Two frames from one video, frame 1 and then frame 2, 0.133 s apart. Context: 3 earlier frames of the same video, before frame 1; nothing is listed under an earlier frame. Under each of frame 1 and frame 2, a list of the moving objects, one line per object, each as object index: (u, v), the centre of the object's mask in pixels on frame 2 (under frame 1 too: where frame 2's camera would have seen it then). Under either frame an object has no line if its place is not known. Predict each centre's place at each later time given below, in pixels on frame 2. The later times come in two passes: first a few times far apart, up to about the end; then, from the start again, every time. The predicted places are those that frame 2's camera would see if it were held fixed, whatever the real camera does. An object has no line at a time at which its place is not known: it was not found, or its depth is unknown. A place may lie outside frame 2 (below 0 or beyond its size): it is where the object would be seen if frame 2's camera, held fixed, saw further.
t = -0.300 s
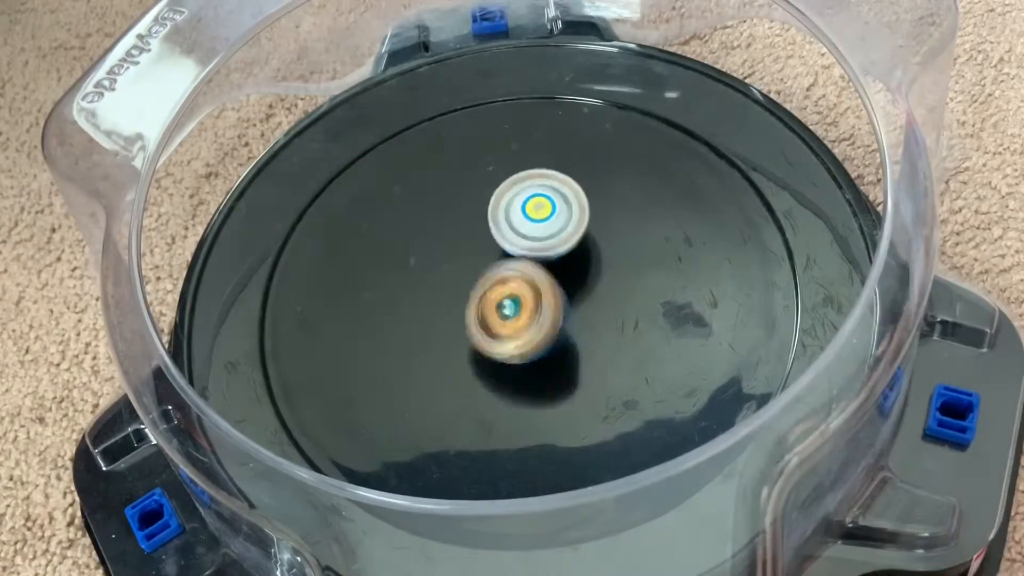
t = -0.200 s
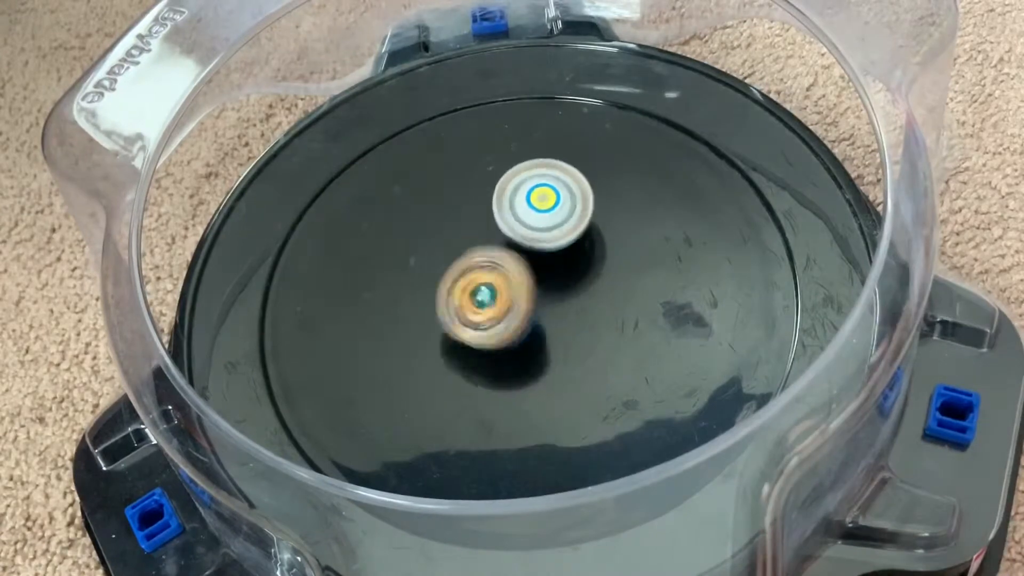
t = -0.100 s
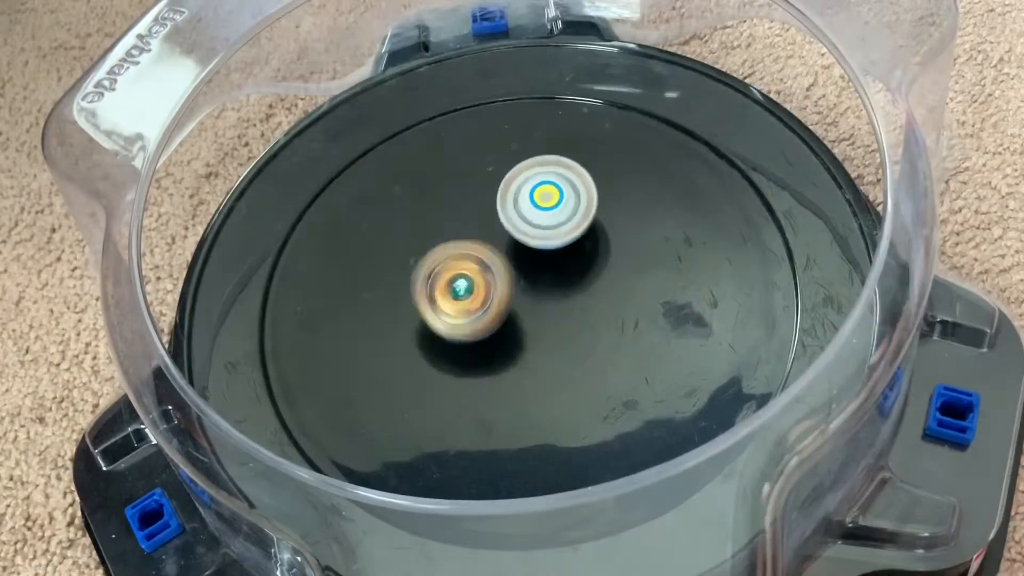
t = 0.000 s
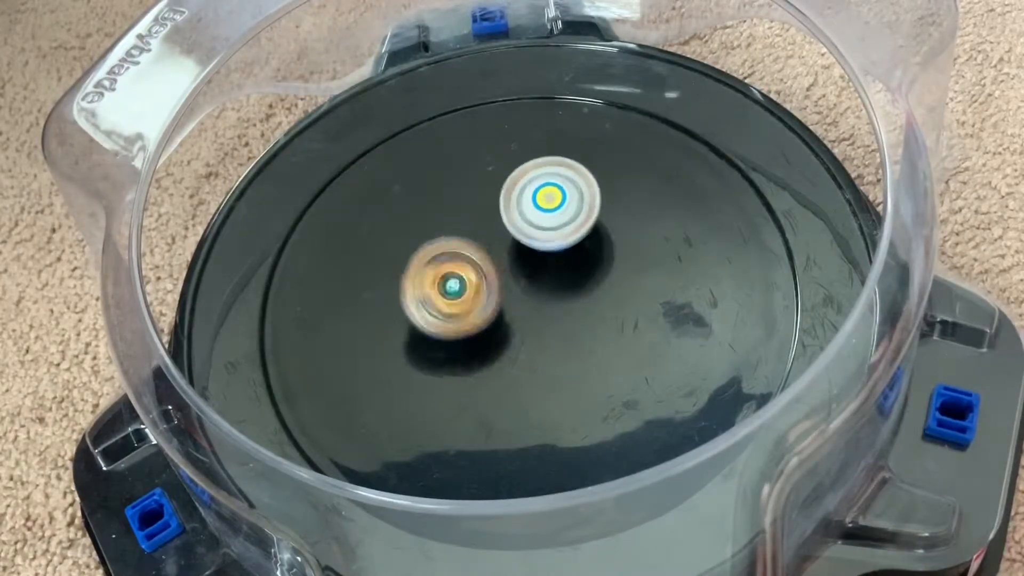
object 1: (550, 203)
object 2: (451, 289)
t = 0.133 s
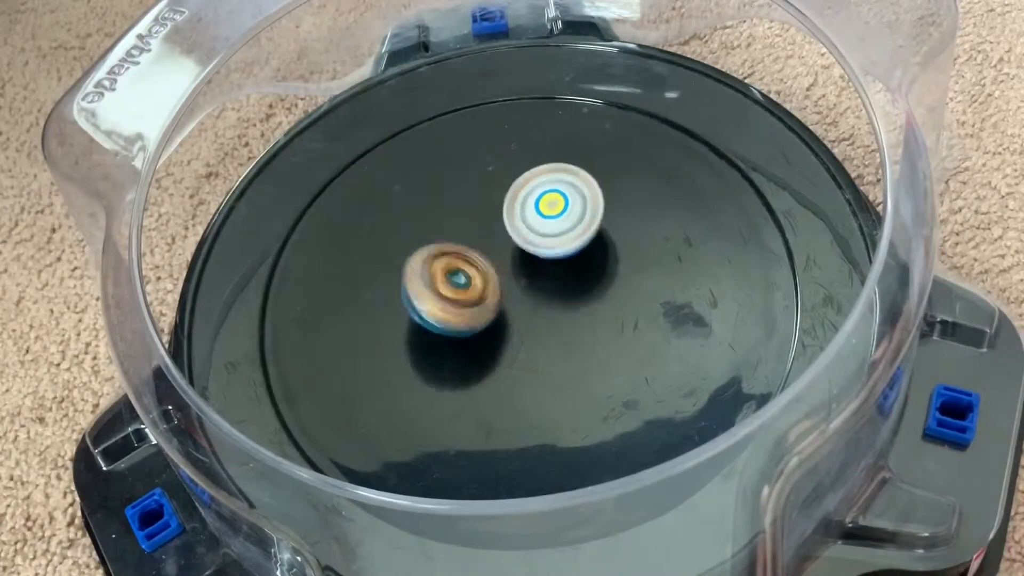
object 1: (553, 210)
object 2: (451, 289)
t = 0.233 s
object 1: (553, 220)
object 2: (456, 290)
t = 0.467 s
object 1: (587, 237)
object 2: (477, 302)
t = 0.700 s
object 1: (613, 257)
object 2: (463, 282)
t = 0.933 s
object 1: (585, 280)
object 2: (466, 273)
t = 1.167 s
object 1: (580, 291)
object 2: (459, 265)
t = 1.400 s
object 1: (555, 300)
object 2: (469, 251)
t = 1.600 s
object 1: (533, 309)
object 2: (467, 233)
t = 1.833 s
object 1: (530, 319)
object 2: (468, 236)
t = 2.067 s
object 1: (534, 313)
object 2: (486, 231)
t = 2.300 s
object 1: (545, 303)
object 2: (504, 221)
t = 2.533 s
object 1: (553, 305)
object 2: (513, 222)
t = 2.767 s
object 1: (553, 314)
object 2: (524, 225)
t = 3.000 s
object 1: (538, 316)
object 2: (536, 225)
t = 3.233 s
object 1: (523, 318)
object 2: (540, 227)
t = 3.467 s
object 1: (503, 316)
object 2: (552, 224)
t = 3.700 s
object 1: (502, 305)
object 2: (558, 225)
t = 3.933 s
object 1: (478, 305)
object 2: (587, 229)
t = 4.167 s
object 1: (496, 303)
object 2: (598, 243)
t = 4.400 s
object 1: (505, 303)
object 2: (608, 263)
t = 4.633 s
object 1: (494, 304)
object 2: (623, 268)
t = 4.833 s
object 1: (494, 300)
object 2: (613, 271)
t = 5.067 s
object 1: (488, 293)
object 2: (601, 289)
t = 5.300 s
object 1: (486, 290)
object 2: (608, 306)
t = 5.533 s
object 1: (488, 293)
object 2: (601, 304)
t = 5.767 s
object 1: (461, 288)
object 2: (597, 302)
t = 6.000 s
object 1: (466, 290)
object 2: (581, 314)
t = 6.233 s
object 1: (472, 289)
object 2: (580, 322)
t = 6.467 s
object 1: (475, 293)
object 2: (575, 319)
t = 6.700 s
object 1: (441, 270)
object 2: (580, 315)
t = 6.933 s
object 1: (465, 261)
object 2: (562, 316)
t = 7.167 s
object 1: (493, 258)
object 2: (565, 328)
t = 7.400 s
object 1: (490, 259)
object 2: (560, 326)
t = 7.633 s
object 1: (488, 247)
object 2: (550, 328)
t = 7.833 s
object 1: (485, 225)
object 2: (541, 349)
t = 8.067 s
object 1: (519, 246)
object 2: (526, 339)
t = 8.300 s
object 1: (534, 247)
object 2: (528, 358)
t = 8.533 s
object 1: (522, 249)
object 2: (524, 350)
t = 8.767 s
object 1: (516, 224)
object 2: (529, 335)
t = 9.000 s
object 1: (518, 226)
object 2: (534, 321)
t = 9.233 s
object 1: (547, 233)
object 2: (517, 333)
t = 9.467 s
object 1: (554, 234)
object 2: (530, 343)
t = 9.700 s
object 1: (547, 242)
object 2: (516, 325)
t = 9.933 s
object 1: (540, 251)
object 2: (501, 337)
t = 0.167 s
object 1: (554, 213)
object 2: (452, 290)
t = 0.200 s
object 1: (553, 217)
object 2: (454, 289)
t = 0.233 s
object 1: (553, 220)
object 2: (456, 290)
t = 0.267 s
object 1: (554, 224)
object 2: (460, 290)
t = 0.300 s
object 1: (553, 228)
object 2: (465, 290)
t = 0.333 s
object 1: (557, 231)
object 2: (468, 293)
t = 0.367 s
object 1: (570, 230)
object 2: (464, 297)
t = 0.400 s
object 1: (580, 230)
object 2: (467, 302)
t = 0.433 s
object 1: (585, 233)
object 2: (472, 303)
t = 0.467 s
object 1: (587, 237)
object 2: (477, 302)
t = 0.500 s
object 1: (587, 240)
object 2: (481, 300)
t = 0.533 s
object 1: (586, 244)
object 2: (483, 297)
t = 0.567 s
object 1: (585, 248)
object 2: (486, 293)
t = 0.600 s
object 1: (590, 251)
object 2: (481, 290)
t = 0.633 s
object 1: (603, 251)
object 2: (470, 288)
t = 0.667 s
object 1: (610, 253)
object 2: (465, 285)
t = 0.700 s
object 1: (613, 257)
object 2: (463, 282)
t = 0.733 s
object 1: (613, 260)
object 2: (461, 280)
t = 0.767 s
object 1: (611, 264)
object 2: (460, 277)
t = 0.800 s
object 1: (608, 268)
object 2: (460, 277)
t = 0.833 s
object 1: (603, 272)
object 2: (461, 276)
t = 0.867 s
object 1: (597, 275)
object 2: (463, 275)
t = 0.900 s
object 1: (591, 277)
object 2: (465, 274)
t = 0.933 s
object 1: (585, 280)
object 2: (466, 273)
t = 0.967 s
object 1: (579, 281)
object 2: (467, 272)
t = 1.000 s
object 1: (573, 282)
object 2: (469, 271)
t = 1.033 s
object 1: (577, 284)
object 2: (463, 268)
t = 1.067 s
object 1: (581, 286)
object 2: (458, 266)
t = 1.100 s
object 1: (583, 288)
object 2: (456, 265)
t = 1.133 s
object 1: (582, 289)
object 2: (456, 265)
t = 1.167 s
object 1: (580, 291)
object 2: (459, 265)
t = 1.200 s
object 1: (576, 292)
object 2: (463, 264)
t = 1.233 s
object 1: (572, 292)
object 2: (467, 263)
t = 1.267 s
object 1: (567, 292)
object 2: (469, 260)
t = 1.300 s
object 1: (565, 295)
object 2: (469, 256)
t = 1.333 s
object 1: (563, 298)
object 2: (469, 253)
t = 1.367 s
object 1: (559, 299)
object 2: (468, 252)
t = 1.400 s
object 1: (555, 300)
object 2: (469, 251)
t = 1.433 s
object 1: (551, 302)
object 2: (470, 247)
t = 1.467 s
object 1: (548, 308)
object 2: (470, 241)
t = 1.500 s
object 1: (545, 311)
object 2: (470, 237)
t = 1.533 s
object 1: (541, 311)
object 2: (469, 235)
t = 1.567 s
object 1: (537, 310)
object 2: (468, 233)
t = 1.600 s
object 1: (533, 309)
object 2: (467, 233)
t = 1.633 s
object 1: (530, 307)
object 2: (468, 234)
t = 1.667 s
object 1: (527, 305)
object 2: (466, 233)
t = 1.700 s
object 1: (525, 307)
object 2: (466, 233)
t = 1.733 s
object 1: (528, 314)
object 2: (464, 230)
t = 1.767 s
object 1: (531, 318)
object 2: (462, 231)
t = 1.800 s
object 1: (531, 320)
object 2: (464, 234)
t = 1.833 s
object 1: (530, 319)
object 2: (468, 236)
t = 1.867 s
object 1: (529, 317)
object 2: (473, 238)
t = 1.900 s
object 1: (528, 314)
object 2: (478, 239)
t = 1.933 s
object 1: (528, 312)
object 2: (480, 238)
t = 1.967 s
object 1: (531, 315)
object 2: (482, 235)
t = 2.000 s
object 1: (532, 316)
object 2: (482, 234)
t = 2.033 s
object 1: (533, 315)
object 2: (484, 233)
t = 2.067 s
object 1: (534, 313)
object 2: (486, 231)
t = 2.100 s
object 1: (535, 311)
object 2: (490, 230)
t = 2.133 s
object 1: (537, 310)
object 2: (493, 228)
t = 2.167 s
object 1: (538, 308)
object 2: (495, 227)
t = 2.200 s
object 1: (540, 306)
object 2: (498, 225)
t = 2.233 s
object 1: (542, 305)
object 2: (501, 223)
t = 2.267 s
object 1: (543, 304)
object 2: (502, 222)
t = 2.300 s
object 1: (545, 303)
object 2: (504, 221)
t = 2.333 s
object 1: (547, 301)
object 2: (505, 221)
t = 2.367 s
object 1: (548, 303)
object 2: (507, 220)
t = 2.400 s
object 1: (549, 305)
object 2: (507, 219)
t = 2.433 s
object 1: (551, 305)
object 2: (507, 220)
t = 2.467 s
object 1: (552, 305)
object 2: (509, 221)
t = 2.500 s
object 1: (552, 305)
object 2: (512, 221)
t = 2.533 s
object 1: (553, 305)
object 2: (513, 222)
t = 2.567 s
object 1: (554, 305)
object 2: (515, 222)
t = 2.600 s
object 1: (554, 305)
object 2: (517, 224)
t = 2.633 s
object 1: (554, 307)
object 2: (518, 224)
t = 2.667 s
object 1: (556, 311)
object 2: (518, 223)
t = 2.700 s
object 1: (556, 312)
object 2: (519, 224)
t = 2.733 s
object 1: (555, 314)
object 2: (522, 224)
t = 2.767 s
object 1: (553, 314)
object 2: (524, 225)
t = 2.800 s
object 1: (551, 314)
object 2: (526, 226)
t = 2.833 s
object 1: (549, 314)
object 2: (529, 226)
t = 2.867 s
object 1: (548, 314)
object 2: (531, 227)
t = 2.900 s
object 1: (547, 315)
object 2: (533, 227)
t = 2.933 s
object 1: (546, 316)
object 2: (532, 226)
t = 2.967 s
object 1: (542, 316)
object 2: (534, 226)
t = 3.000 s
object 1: (538, 316)
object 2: (536, 225)
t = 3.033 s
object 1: (535, 320)
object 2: (536, 223)
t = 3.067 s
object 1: (532, 322)
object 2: (535, 223)
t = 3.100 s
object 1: (530, 321)
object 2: (535, 224)
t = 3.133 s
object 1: (529, 321)
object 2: (538, 224)
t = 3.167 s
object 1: (527, 320)
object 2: (540, 225)
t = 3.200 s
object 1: (525, 319)
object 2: (540, 225)
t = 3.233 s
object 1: (523, 318)
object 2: (540, 227)
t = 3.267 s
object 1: (521, 317)
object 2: (541, 228)
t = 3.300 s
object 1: (519, 318)
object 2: (541, 229)
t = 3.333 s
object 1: (518, 316)
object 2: (542, 230)
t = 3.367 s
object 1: (514, 315)
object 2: (543, 229)
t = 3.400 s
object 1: (507, 319)
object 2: (548, 227)
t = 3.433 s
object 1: (504, 318)
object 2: (551, 224)
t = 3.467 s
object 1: (503, 316)
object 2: (552, 224)
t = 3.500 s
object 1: (501, 315)
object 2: (554, 223)
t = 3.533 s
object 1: (500, 314)
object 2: (555, 223)
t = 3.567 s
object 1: (501, 312)
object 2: (556, 223)
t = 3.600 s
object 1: (501, 310)
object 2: (557, 223)
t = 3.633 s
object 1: (501, 308)
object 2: (557, 223)
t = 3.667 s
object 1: (500, 306)
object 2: (558, 224)
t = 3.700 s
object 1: (502, 305)
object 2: (558, 225)
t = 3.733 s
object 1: (496, 303)
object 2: (563, 226)
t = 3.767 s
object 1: (486, 308)
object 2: (572, 224)
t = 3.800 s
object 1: (479, 310)
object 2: (577, 223)
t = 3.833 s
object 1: (474, 308)
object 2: (578, 224)
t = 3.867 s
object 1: (476, 307)
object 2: (579, 226)
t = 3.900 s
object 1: (478, 306)
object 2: (584, 229)
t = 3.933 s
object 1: (478, 305)
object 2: (587, 229)
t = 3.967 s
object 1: (480, 304)
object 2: (589, 231)
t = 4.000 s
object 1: (484, 304)
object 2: (591, 233)
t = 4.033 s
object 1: (484, 303)
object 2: (592, 235)
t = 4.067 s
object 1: (488, 303)
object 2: (595, 237)
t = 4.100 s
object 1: (492, 302)
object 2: (595, 239)
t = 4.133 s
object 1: (492, 302)
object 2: (597, 242)
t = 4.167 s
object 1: (496, 303)
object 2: (598, 243)
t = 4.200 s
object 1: (499, 302)
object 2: (599, 247)
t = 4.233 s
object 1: (500, 302)
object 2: (600, 250)
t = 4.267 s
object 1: (503, 304)
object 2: (600, 252)
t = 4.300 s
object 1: (506, 304)
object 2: (601, 256)
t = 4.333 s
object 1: (506, 304)
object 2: (601, 259)
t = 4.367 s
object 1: (505, 304)
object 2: (606, 262)
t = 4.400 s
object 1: (505, 303)
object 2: (608, 263)
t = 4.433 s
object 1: (506, 303)
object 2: (608, 265)
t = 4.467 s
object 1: (504, 305)
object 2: (611, 267)
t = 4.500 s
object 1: (499, 306)
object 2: (617, 267)
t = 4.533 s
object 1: (495, 306)
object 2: (618, 268)
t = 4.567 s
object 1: (494, 305)
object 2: (619, 269)
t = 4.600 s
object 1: (493, 305)
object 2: (623, 269)
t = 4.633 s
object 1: (494, 304)
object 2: (623, 268)
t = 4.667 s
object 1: (495, 303)
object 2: (624, 268)
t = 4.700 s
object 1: (494, 303)
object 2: (623, 268)
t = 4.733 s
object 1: (494, 302)
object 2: (621, 268)
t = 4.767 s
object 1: (493, 302)
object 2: (619, 269)
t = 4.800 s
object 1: (493, 301)
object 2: (616, 270)
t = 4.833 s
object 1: (494, 300)
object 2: (613, 271)
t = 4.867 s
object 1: (494, 299)
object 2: (608, 273)
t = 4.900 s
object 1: (495, 299)
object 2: (606, 277)
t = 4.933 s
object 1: (496, 298)
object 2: (602, 279)
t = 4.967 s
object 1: (497, 298)
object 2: (600, 283)
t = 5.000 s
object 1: (491, 295)
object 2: (603, 284)
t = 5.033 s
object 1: (487, 294)
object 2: (603, 287)
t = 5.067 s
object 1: (488, 293)
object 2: (601, 289)
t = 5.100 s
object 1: (489, 292)
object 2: (599, 292)
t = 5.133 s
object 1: (490, 294)
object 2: (599, 296)
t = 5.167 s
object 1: (491, 293)
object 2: (599, 299)
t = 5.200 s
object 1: (491, 294)
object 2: (600, 302)
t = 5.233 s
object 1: (487, 291)
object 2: (605, 304)
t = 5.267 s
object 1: (483, 290)
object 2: (607, 305)
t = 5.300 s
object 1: (486, 290)
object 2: (608, 306)
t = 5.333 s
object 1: (486, 290)
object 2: (608, 306)
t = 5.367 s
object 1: (485, 292)
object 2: (608, 307)
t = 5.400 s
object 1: (486, 291)
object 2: (608, 307)
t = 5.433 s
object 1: (486, 292)
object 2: (608, 306)
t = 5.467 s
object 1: (487, 293)
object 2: (607, 305)
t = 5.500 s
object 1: (486, 293)
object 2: (604, 304)
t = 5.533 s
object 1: (488, 293)
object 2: (601, 304)
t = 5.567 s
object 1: (488, 293)
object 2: (598, 304)
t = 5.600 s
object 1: (485, 293)
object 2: (598, 303)
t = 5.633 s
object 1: (484, 292)
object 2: (596, 302)
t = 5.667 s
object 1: (485, 293)
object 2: (592, 301)
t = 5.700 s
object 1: (476, 291)
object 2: (596, 302)
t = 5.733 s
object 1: (465, 290)
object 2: (598, 301)
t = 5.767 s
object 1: (461, 288)
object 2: (597, 302)
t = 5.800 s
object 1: (459, 287)
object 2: (593, 304)
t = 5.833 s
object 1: (462, 287)
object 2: (592, 306)
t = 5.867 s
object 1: (463, 287)
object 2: (591, 307)
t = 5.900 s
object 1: (464, 289)
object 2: (589, 309)
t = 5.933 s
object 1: (464, 288)
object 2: (586, 310)
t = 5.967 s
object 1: (464, 290)
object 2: (583, 312)
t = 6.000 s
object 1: (466, 290)
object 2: (581, 314)
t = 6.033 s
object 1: (466, 291)
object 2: (579, 315)
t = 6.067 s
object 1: (470, 291)
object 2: (576, 317)
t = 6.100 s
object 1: (472, 290)
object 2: (576, 319)
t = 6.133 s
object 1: (472, 288)
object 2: (579, 320)
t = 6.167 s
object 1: (474, 289)
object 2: (580, 320)
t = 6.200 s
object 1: (476, 290)
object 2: (579, 320)
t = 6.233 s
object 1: (472, 289)
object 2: (580, 322)
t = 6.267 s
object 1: (473, 288)
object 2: (582, 323)
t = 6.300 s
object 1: (474, 288)
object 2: (583, 322)
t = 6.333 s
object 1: (475, 291)
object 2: (581, 322)
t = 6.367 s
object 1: (475, 291)
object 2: (579, 321)
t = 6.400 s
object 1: (475, 292)
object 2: (577, 321)
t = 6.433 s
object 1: (476, 292)
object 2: (576, 320)
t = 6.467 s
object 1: (475, 293)
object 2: (575, 319)
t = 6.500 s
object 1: (474, 290)
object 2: (577, 319)
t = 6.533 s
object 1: (476, 288)
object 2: (576, 317)
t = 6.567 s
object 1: (471, 286)
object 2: (579, 317)
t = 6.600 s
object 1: (460, 282)
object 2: (583, 317)
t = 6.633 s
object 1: (452, 278)
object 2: (584, 315)
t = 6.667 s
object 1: (444, 274)
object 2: (582, 315)
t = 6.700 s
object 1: (441, 270)
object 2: (580, 315)
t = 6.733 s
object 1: (443, 268)
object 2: (578, 314)
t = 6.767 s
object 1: (442, 265)
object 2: (576, 314)
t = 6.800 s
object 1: (447, 264)
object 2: (573, 313)
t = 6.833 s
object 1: (449, 261)
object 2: (570, 314)
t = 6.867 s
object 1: (454, 263)
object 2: (568, 314)
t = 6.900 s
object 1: (457, 261)
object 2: (565, 315)
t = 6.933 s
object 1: (465, 261)
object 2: (562, 316)
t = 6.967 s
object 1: (471, 261)
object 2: (561, 317)
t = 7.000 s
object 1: (480, 257)
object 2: (558, 318)
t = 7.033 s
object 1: (484, 255)
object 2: (562, 323)
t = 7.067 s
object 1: (486, 252)
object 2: (568, 328)
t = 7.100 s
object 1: (489, 254)
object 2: (568, 328)
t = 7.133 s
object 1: (489, 257)
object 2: (566, 328)
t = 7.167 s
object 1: (493, 258)
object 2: (565, 328)
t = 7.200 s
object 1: (491, 254)
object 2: (567, 331)
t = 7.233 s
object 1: (493, 252)
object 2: (570, 332)
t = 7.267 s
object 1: (495, 254)
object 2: (570, 331)
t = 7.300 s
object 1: (493, 256)
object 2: (569, 330)
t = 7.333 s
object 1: (492, 258)
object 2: (565, 328)
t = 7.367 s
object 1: (489, 259)
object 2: (563, 328)
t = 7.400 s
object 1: (490, 259)
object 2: (560, 326)
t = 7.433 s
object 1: (490, 259)
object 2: (558, 323)
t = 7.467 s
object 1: (490, 257)
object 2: (556, 322)
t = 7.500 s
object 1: (487, 254)
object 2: (555, 323)
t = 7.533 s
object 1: (485, 254)
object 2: (554, 322)
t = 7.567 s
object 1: (486, 253)
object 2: (552, 321)
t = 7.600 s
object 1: (488, 252)
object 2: (549, 322)
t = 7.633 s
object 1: (488, 247)
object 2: (550, 328)
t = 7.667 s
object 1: (484, 241)
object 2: (549, 336)
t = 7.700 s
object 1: (479, 234)
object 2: (548, 341)
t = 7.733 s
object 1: (481, 229)
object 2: (545, 344)
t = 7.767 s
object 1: (478, 225)
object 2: (542, 347)
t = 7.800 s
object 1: (481, 223)
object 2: (541, 348)
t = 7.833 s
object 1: (485, 225)
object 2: (541, 349)
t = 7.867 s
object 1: (487, 225)
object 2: (541, 346)
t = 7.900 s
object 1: (490, 226)
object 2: (538, 345)
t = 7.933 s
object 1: (495, 229)
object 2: (534, 344)
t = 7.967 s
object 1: (499, 233)
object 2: (530, 343)
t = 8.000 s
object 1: (507, 234)
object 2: (528, 342)
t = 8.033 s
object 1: (513, 241)
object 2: (527, 341)
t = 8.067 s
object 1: (519, 246)
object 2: (526, 339)
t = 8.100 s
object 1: (527, 249)
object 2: (525, 341)
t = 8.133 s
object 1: (534, 250)
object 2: (526, 345)
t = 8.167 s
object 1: (537, 251)
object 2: (526, 347)
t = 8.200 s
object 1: (539, 252)
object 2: (527, 347)
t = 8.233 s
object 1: (537, 255)
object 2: (529, 347)
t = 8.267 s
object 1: (532, 253)
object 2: (529, 353)
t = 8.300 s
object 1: (534, 247)
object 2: (528, 358)
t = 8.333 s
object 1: (539, 244)
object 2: (527, 360)
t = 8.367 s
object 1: (541, 243)
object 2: (528, 361)
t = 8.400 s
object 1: (538, 245)
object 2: (529, 360)
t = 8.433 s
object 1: (536, 246)
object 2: (528, 358)
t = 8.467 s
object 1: (532, 249)
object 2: (526, 356)
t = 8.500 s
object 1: (527, 249)
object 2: (526, 353)
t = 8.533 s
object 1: (522, 249)
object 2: (524, 350)
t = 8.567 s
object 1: (521, 249)
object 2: (524, 346)
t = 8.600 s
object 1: (520, 249)
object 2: (525, 340)
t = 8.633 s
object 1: (520, 246)
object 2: (526, 336)
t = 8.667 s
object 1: (521, 242)
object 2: (525, 332)
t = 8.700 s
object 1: (519, 237)
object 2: (524, 334)
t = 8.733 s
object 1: (516, 230)
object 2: (526, 335)
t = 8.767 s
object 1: (516, 224)
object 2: (529, 335)
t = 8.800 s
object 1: (517, 221)
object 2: (531, 334)
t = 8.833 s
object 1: (520, 220)
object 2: (533, 333)
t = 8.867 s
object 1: (519, 220)
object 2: (532, 330)
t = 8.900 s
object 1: (519, 217)
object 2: (530, 328)
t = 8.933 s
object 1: (520, 218)
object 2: (531, 326)
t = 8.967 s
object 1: (518, 223)
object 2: (532, 325)
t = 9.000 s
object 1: (518, 226)
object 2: (534, 321)
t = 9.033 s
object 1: (521, 227)
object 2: (533, 319)
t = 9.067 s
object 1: (523, 232)
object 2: (535, 317)
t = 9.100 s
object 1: (529, 232)
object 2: (531, 322)
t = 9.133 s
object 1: (536, 233)
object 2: (527, 324)
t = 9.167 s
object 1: (541, 234)
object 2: (521, 327)
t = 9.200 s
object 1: (545, 235)
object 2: (518, 327)
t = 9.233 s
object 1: (547, 233)
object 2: (517, 333)
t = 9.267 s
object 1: (550, 228)
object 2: (515, 338)
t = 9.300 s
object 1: (555, 226)
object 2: (516, 342)
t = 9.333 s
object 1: (556, 227)
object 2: (519, 345)
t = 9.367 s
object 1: (556, 227)
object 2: (521, 347)
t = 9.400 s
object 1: (556, 228)
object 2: (524, 347)
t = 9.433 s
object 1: (556, 231)
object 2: (529, 345)
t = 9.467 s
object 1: (554, 234)
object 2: (530, 343)
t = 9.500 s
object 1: (554, 237)
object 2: (531, 339)
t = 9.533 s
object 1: (552, 242)
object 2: (532, 332)
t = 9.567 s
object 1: (550, 242)
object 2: (529, 329)
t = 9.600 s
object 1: (550, 243)
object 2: (525, 328)
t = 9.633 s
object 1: (548, 244)
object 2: (523, 326)
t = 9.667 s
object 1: (547, 242)
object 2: (519, 325)
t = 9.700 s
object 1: (547, 242)
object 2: (516, 325)
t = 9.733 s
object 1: (548, 243)
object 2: (511, 326)
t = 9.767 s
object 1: (548, 243)
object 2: (506, 328)
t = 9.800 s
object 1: (549, 244)
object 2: (503, 331)
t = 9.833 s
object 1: (549, 246)
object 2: (501, 333)
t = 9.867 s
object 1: (547, 249)
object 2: (500, 335)
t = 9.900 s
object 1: (543, 251)
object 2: (499, 336)
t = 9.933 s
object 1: (540, 251)
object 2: (501, 337)
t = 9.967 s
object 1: (541, 251)
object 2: (501, 336)
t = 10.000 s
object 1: (541, 251)
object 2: (503, 335)
